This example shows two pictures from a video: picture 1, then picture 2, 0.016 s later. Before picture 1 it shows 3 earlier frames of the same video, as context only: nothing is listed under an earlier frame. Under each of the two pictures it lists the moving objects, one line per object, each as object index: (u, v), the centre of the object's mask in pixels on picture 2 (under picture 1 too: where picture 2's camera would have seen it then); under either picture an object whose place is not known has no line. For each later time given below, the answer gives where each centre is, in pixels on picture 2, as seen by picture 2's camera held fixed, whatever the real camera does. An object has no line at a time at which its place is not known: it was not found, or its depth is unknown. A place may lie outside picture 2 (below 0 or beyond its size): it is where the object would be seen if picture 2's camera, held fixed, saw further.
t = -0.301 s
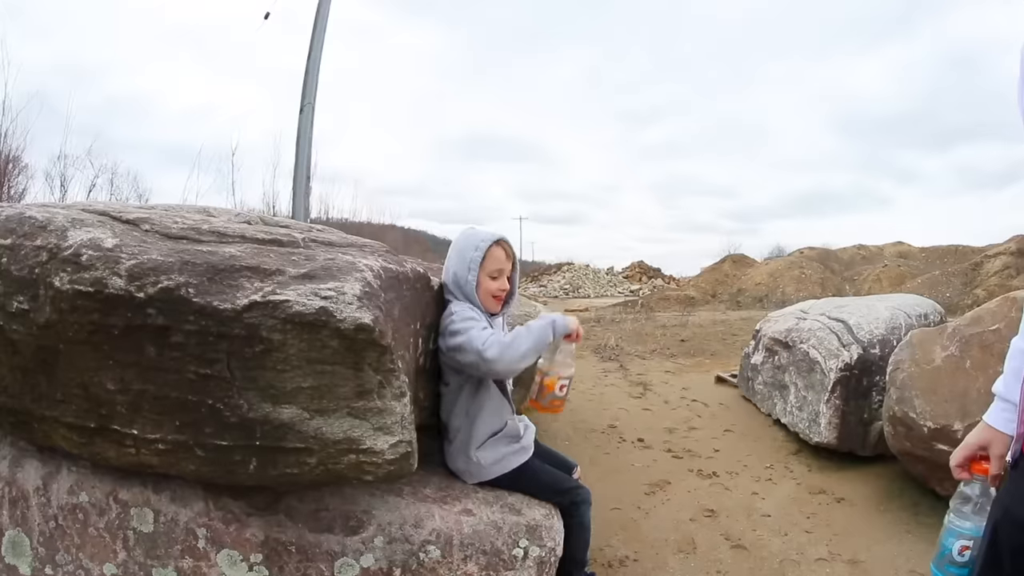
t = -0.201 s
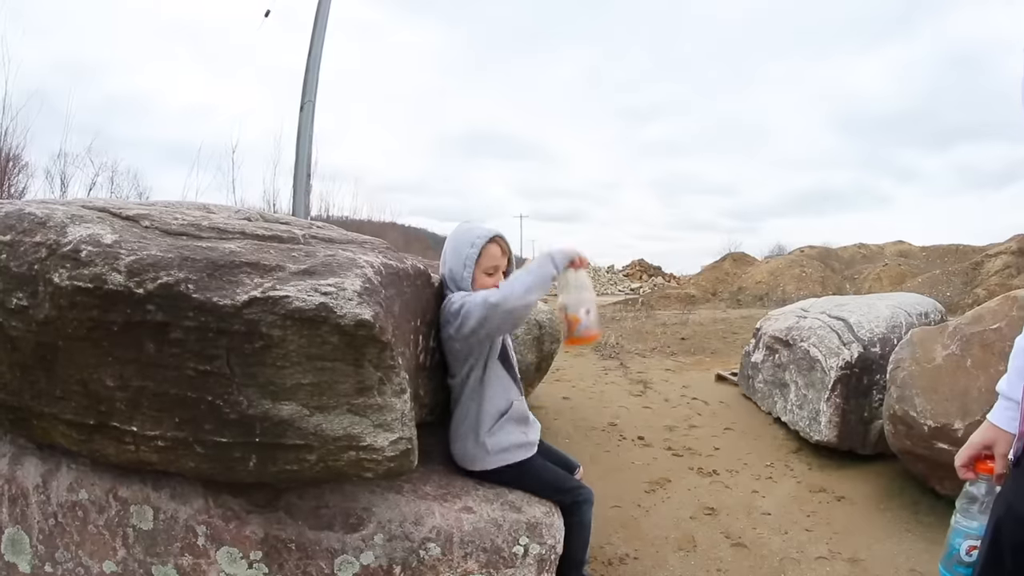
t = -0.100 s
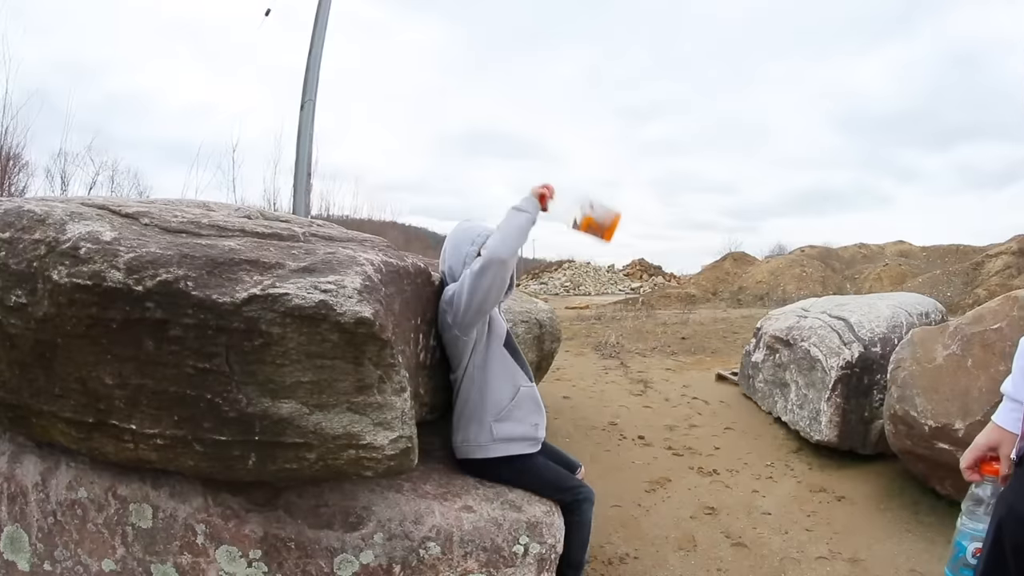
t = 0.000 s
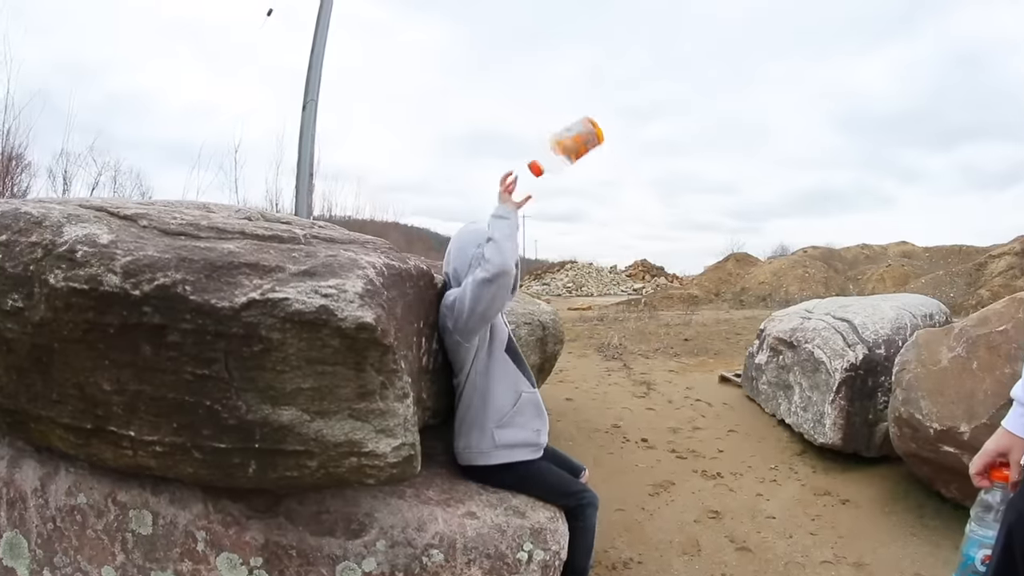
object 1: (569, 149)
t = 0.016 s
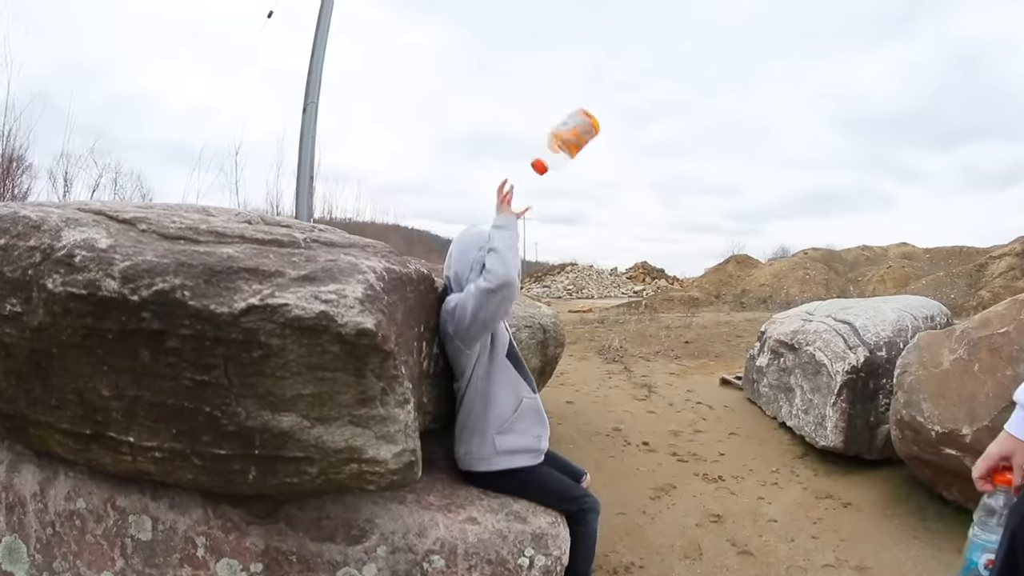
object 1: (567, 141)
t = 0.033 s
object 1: (565, 133)
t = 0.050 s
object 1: (562, 127)
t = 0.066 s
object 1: (561, 121)
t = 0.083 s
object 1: (559, 117)
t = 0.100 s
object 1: (558, 113)
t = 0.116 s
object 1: (557, 110)
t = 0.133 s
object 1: (555, 108)
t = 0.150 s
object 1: (553, 107)
